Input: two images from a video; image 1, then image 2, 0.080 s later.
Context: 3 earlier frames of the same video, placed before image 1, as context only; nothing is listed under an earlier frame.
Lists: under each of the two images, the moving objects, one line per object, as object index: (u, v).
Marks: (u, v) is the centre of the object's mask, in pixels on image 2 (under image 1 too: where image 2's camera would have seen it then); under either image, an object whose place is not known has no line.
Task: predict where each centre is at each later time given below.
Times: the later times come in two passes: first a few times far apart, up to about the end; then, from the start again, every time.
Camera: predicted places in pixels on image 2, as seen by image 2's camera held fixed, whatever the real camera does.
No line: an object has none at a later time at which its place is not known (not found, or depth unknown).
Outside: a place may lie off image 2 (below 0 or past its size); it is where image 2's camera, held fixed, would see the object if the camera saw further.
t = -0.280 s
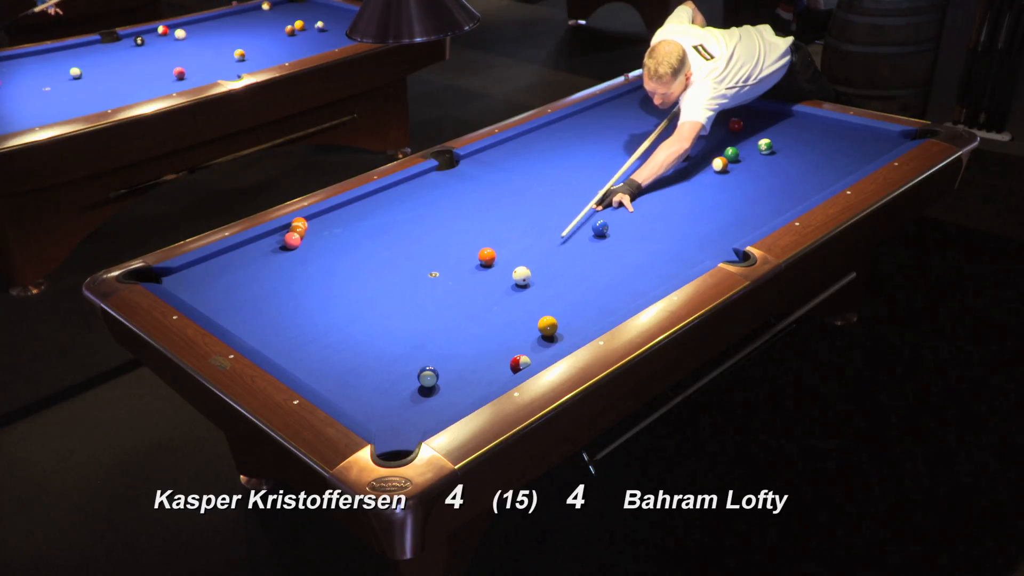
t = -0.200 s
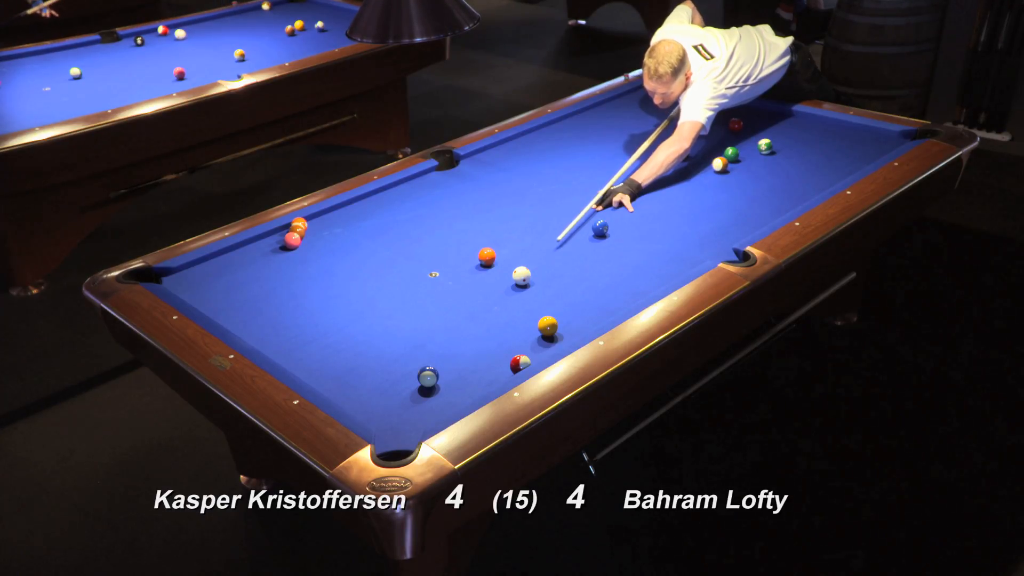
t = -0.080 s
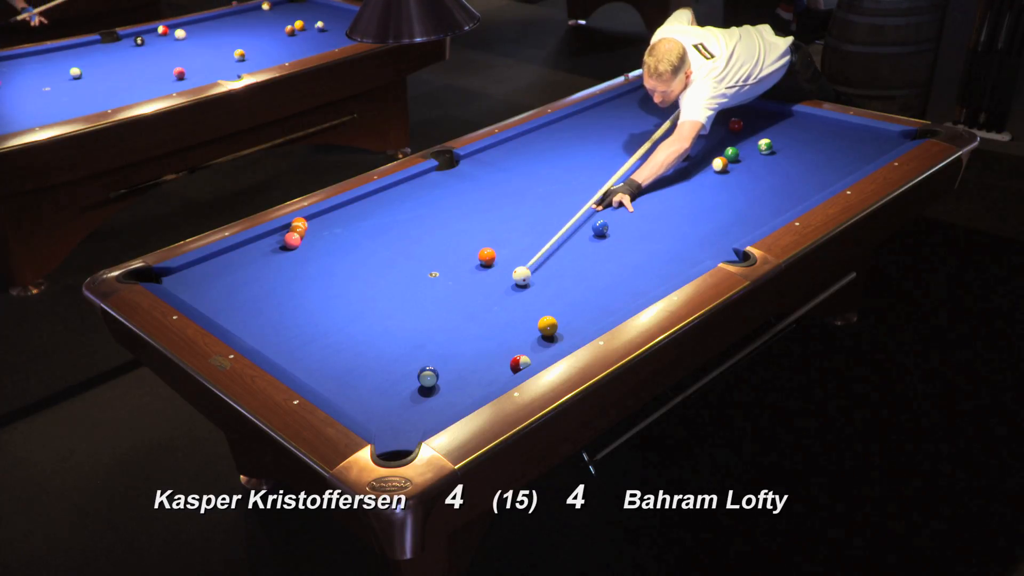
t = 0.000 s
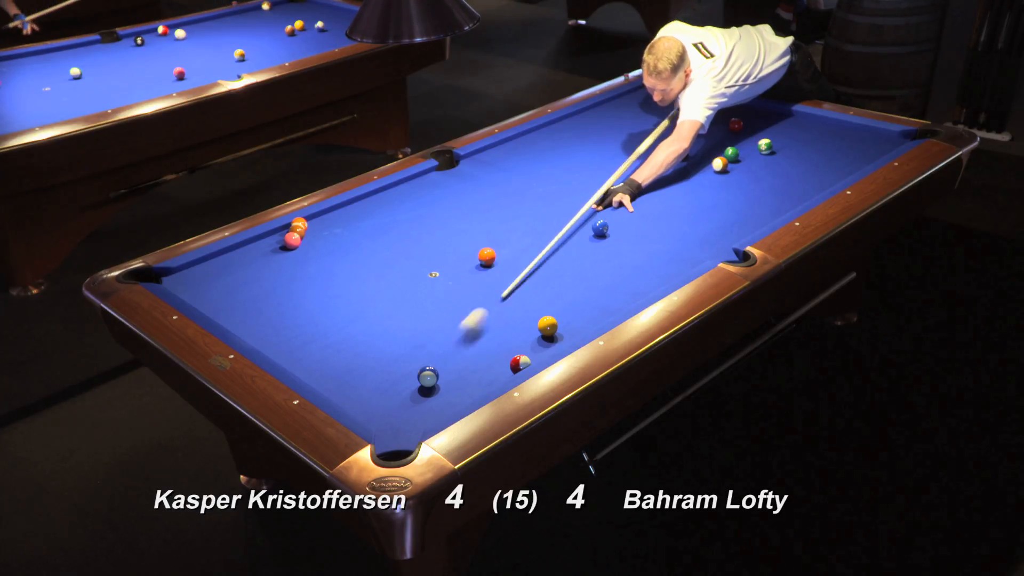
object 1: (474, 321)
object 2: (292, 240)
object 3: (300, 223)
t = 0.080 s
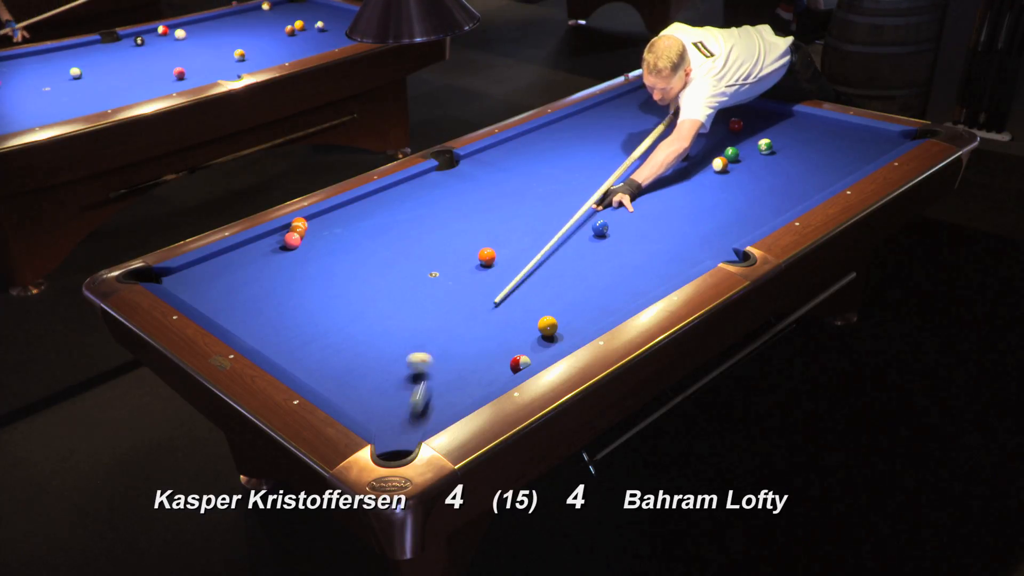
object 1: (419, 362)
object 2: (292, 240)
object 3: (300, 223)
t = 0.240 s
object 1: (344, 366)
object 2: (292, 240)
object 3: (300, 223)
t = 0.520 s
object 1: (296, 336)
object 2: (292, 240)
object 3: (300, 223)
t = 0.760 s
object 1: (289, 299)
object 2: (292, 240)
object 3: (300, 223)
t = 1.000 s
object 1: (283, 266)
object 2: (292, 240)
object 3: (300, 223)
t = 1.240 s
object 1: (270, 243)
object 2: (296, 240)
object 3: (303, 221)
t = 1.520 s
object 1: (287, 240)
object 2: (307, 239)
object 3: (317, 223)
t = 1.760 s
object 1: (300, 243)
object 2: (325, 238)
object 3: (329, 223)
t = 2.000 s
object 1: (309, 245)
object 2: (344, 236)
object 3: (338, 223)
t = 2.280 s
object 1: (319, 248)
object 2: (363, 234)
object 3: (349, 224)
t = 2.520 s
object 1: (327, 250)
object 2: (379, 233)
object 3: (356, 225)
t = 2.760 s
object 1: (333, 252)
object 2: (392, 232)
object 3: (361, 225)
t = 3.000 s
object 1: (339, 254)
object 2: (405, 231)
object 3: (366, 225)
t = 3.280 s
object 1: (344, 255)
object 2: (418, 229)
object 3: (370, 225)
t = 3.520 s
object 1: (348, 257)
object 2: (427, 229)
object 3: (373, 225)
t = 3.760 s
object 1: (350, 257)
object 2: (435, 228)
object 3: (374, 225)
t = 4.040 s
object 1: (352, 257)
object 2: (442, 227)
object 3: (373, 225)
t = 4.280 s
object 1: (353, 257)
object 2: (447, 227)
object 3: (373, 226)
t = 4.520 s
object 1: (353, 257)
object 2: (450, 227)
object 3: (373, 226)
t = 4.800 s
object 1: (353, 257)
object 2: (452, 227)
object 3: (373, 226)
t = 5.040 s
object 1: (353, 258)
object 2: (452, 227)
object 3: (373, 226)
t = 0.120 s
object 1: (399, 363)
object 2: (292, 240)
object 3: (300, 222)
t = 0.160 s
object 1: (380, 364)
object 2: (292, 240)
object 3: (300, 223)
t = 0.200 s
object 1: (361, 365)
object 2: (292, 240)
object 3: (300, 223)
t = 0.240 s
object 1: (344, 366)
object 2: (292, 240)
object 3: (300, 223)
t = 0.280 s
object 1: (327, 367)
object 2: (292, 240)
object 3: (300, 223)
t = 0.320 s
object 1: (310, 368)
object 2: (292, 240)
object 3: (300, 223)
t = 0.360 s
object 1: (299, 365)
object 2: (292, 240)
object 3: (300, 222)
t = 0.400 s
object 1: (299, 358)
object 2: (292, 240)
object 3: (300, 223)
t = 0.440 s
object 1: (299, 350)
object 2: (292, 240)
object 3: (300, 222)
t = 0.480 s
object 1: (298, 343)
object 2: (292, 240)
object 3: (300, 223)
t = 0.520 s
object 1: (296, 336)
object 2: (292, 240)
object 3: (300, 223)
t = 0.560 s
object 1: (295, 330)
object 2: (292, 240)
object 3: (300, 223)
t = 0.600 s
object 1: (294, 323)
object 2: (292, 240)
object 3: (300, 223)
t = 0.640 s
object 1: (292, 317)
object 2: (292, 240)
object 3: (300, 223)
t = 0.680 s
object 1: (291, 310)
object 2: (292, 240)
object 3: (300, 223)
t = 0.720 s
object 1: (290, 305)
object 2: (292, 240)
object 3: (300, 223)
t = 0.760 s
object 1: (289, 299)
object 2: (292, 240)
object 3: (300, 223)
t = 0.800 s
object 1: (288, 293)
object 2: (292, 240)
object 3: (300, 223)
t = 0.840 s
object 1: (287, 287)
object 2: (292, 240)
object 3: (300, 223)
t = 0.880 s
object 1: (286, 282)
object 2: (292, 240)
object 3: (300, 223)
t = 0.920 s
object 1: (285, 276)
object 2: (292, 240)
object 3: (300, 223)
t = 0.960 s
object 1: (284, 271)
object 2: (292, 240)
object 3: (300, 223)
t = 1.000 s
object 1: (283, 266)
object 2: (292, 240)
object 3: (300, 223)
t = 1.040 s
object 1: (282, 261)
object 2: (292, 240)
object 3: (300, 223)
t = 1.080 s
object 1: (281, 256)
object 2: (292, 240)
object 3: (300, 223)
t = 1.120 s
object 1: (280, 251)
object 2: (292, 240)
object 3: (300, 223)
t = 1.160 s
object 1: (279, 247)
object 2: (293, 240)
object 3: (300, 223)
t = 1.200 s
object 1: (274, 245)
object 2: (294, 240)
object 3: (300, 221)
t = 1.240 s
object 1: (270, 243)
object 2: (296, 240)
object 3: (303, 221)
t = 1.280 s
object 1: (266, 240)
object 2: (298, 240)
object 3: (305, 222)
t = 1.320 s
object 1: (263, 238)
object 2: (299, 239)
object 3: (307, 222)
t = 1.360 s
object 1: (268, 239)
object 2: (301, 239)
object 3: (309, 222)
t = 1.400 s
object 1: (274, 239)
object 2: (302, 239)
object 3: (311, 223)
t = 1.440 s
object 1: (278, 239)
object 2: (304, 239)
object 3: (313, 223)
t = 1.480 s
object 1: (282, 240)
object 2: (305, 239)
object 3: (315, 223)
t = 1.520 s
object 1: (287, 240)
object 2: (307, 239)
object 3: (317, 223)
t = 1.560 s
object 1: (291, 240)
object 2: (309, 239)
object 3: (319, 223)
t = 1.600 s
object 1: (293, 241)
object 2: (313, 239)
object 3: (321, 223)
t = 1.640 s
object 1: (294, 241)
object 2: (316, 239)
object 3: (323, 223)
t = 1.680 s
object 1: (296, 242)
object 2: (319, 238)
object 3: (325, 223)
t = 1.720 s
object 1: (298, 242)
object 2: (322, 238)
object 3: (327, 223)
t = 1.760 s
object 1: (300, 243)
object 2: (325, 238)
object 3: (329, 223)
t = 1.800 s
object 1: (301, 243)
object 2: (329, 237)
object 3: (330, 223)
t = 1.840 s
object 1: (303, 243)
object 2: (332, 237)
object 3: (332, 223)
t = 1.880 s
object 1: (305, 244)
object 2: (335, 237)
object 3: (333, 223)
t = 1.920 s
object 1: (306, 244)
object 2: (338, 236)
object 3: (335, 223)
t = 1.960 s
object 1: (308, 245)
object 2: (341, 236)
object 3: (336, 223)
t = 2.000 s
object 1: (309, 245)
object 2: (344, 236)
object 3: (338, 223)
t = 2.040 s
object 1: (311, 245)
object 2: (347, 236)
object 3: (339, 223)
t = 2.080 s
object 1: (312, 246)
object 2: (350, 236)
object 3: (341, 223)
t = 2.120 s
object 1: (314, 246)
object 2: (353, 235)
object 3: (343, 223)
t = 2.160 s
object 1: (315, 247)
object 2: (355, 235)
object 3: (344, 224)
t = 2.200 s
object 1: (317, 247)
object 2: (358, 235)
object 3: (346, 224)
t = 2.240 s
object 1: (318, 248)
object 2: (361, 234)
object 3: (347, 224)
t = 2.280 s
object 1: (319, 248)
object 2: (363, 234)
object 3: (349, 224)
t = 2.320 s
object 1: (321, 248)
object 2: (366, 234)
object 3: (350, 224)
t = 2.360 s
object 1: (322, 249)
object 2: (369, 234)
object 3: (351, 224)
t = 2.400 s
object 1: (323, 249)
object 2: (371, 234)
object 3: (352, 224)
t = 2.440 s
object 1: (324, 250)
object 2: (374, 233)
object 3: (353, 224)
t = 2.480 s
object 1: (326, 250)
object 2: (376, 233)
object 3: (354, 224)
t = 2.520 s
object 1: (327, 250)
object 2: (379, 233)
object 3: (356, 225)
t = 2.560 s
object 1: (328, 251)
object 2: (381, 233)
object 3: (356, 225)
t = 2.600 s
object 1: (329, 251)
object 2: (383, 233)
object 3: (358, 225)
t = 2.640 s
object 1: (330, 251)
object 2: (386, 232)
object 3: (359, 225)
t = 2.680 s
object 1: (331, 252)
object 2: (388, 232)
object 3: (360, 225)
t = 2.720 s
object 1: (332, 252)
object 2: (390, 232)
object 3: (360, 225)
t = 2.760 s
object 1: (333, 252)
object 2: (392, 232)
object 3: (361, 225)
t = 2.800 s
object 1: (334, 252)
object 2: (395, 231)
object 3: (362, 225)
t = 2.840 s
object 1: (335, 252)
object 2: (397, 231)
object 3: (363, 225)
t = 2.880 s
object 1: (336, 253)
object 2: (399, 231)
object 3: (364, 225)
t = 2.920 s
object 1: (337, 253)
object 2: (401, 231)
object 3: (365, 225)
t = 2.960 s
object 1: (338, 254)
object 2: (403, 231)
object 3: (366, 225)
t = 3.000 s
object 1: (339, 254)
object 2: (405, 231)
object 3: (366, 225)
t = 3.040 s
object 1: (340, 254)
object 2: (407, 230)
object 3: (367, 225)
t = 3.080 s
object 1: (341, 254)
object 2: (409, 230)
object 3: (368, 225)
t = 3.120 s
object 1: (341, 255)
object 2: (411, 230)
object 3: (368, 225)
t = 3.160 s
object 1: (342, 255)
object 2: (413, 230)
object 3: (369, 225)
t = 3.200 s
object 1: (343, 255)
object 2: (414, 230)
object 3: (369, 225)
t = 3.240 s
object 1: (343, 256)
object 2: (416, 230)
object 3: (370, 225)
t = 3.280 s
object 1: (344, 255)
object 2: (418, 229)
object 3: (370, 225)
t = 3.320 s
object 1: (345, 256)
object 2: (420, 229)
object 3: (371, 225)
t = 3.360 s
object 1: (345, 256)
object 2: (421, 229)
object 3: (371, 225)
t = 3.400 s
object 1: (346, 256)
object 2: (423, 229)
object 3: (372, 225)
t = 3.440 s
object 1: (346, 256)
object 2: (424, 229)
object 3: (372, 225)
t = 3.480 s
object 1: (347, 256)
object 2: (426, 229)
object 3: (372, 225)
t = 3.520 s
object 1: (348, 257)
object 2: (427, 229)
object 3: (373, 225)
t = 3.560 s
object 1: (348, 257)
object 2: (429, 228)
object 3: (373, 225)
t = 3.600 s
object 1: (349, 257)
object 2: (430, 228)
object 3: (373, 225)
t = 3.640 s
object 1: (349, 257)
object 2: (431, 228)
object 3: (373, 225)
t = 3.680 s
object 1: (350, 257)
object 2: (433, 228)
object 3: (373, 225)
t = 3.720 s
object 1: (350, 257)
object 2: (434, 228)
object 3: (374, 225)
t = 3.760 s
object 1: (350, 257)
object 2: (435, 228)
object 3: (374, 225)
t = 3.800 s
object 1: (351, 257)
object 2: (436, 228)
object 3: (374, 225)
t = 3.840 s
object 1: (351, 257)
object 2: (437, 228)
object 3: (374, 225)
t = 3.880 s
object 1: (351, 257)
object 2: (438, 228)
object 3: (374, 225)
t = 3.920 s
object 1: (352, 257)
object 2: (440, 228)
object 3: (373, 225)
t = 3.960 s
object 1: (352, 257)
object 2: (440, 228)
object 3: (373, 225)
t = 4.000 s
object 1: (352, 257)
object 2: (441, 228)
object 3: (373, 225)
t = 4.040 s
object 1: (352, 257)
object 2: (442, 227)
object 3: (373, 225)
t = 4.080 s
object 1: (353, 257)
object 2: (443, 227)
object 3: (373, 225)
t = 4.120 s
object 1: (353, 257)
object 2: (444, 227)
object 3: (373, 225)
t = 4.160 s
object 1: (353, 257)
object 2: (445, 227)
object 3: (373, 226)
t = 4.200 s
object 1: (353, 257)
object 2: (446, 227)
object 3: (373, 226)
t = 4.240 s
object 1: (353, 257)
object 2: (446, 227)
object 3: (373, 226)
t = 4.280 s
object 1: (353, 257)
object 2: (447, 227)
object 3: (373, 226)
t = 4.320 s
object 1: (353, 257)
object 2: (448, 227)
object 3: (373, 226)
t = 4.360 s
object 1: (353, 257)
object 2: (448, 227)
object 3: (373, 226)
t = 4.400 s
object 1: (353, 257)
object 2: (449, 227)
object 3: (373, 226)
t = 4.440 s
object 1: (353, 257)
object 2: (449, 227)
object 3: (373, 226)
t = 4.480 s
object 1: (353, 257)
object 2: (450, 227)
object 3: (373, 226)
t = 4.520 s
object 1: (353, 257)
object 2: (450, 227)
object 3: (373, 226)
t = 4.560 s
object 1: (353, 257)
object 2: (451, 227)
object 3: (373, 226)
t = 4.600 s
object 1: (353, 257)
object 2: (451, 227)
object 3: (373, 226)
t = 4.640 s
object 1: (353, 258)
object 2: (452, 227)
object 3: (373, 226)
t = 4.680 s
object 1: (353, 258)
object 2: (452, 227)
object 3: (373, 226)
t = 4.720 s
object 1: (353, 257)
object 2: (452, 227)
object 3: (373, 226)
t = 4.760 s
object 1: (353, 257)
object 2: (452, 227)
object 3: (373, 226)
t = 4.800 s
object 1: (353, 257)
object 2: (452, 227)
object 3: (373, 226)
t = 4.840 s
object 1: (353, 257)
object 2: (452, 227)
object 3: (373, 226)
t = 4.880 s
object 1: (353, 257)
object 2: (452, 227)
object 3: (373, 226)
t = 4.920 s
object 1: (353, 257)
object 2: (452, 227)
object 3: (373, 226)
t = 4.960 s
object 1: (353, 257)
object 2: (452, 227)
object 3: (373, 226)
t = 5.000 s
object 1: (353, 257)
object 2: (452, 227)
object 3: (373, 226)
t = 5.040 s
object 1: (353, 258)
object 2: (452, 227)
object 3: (373, 226)
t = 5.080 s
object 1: (353, 258)
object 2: (452, 227)
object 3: (373, 226)
